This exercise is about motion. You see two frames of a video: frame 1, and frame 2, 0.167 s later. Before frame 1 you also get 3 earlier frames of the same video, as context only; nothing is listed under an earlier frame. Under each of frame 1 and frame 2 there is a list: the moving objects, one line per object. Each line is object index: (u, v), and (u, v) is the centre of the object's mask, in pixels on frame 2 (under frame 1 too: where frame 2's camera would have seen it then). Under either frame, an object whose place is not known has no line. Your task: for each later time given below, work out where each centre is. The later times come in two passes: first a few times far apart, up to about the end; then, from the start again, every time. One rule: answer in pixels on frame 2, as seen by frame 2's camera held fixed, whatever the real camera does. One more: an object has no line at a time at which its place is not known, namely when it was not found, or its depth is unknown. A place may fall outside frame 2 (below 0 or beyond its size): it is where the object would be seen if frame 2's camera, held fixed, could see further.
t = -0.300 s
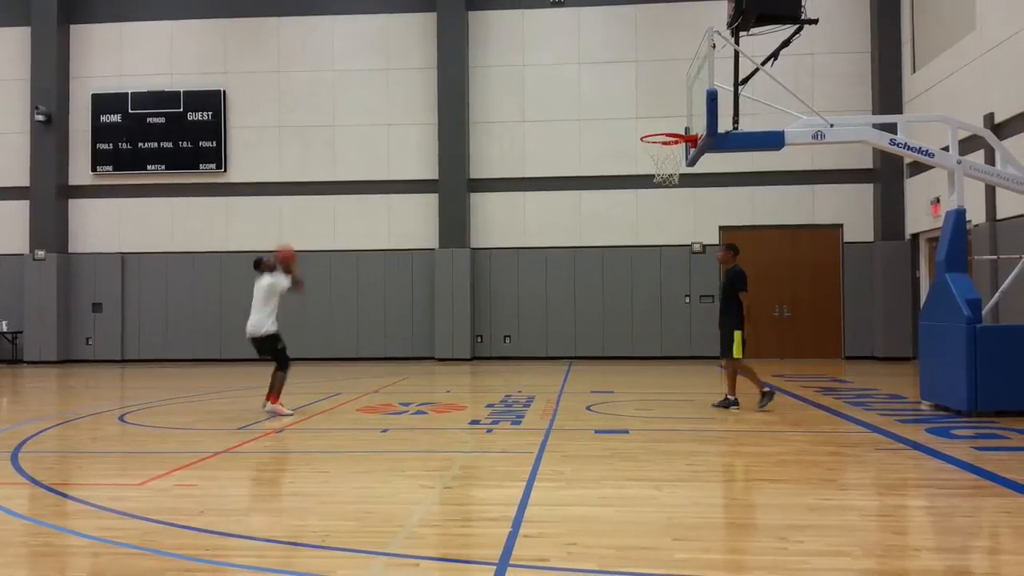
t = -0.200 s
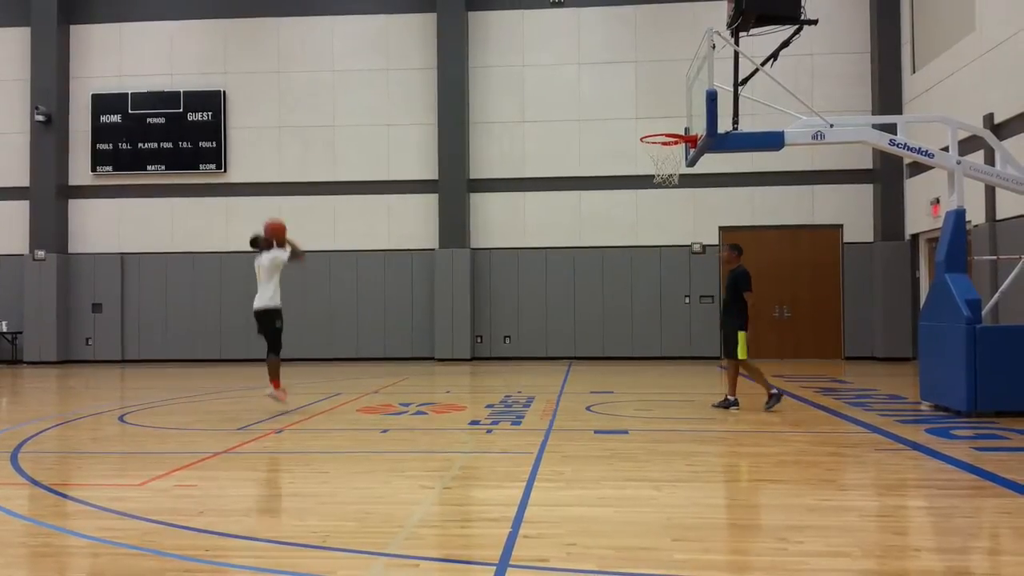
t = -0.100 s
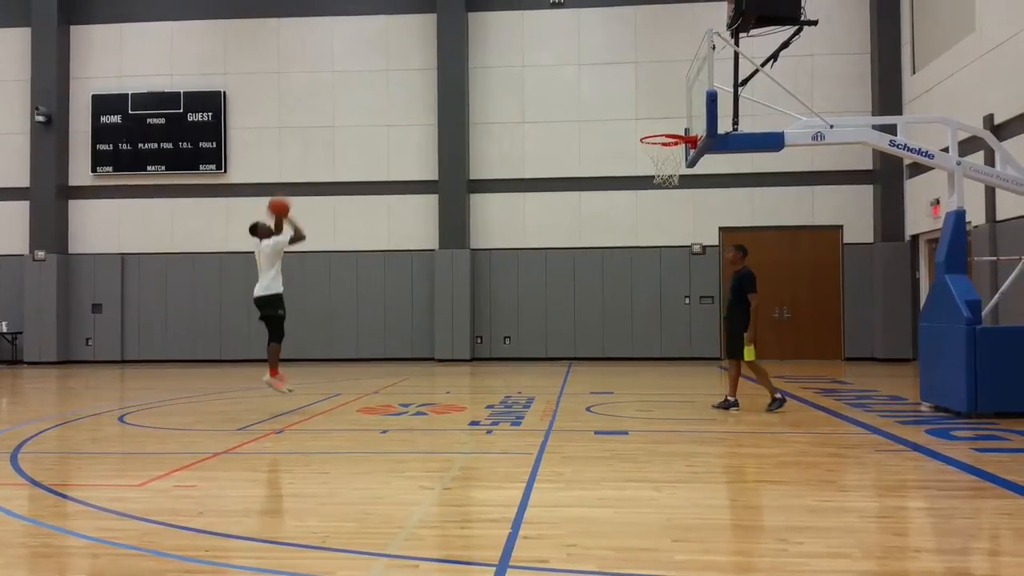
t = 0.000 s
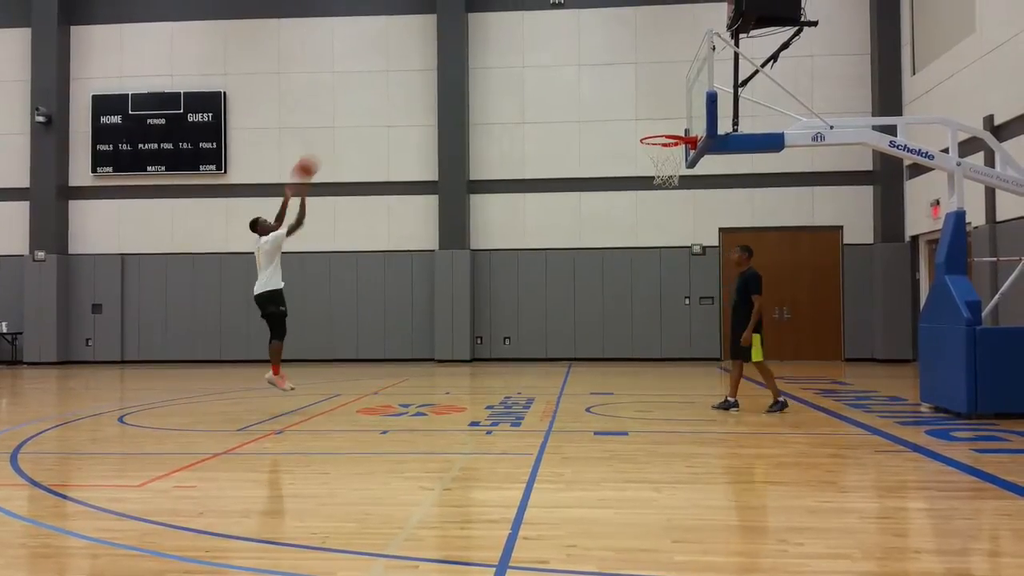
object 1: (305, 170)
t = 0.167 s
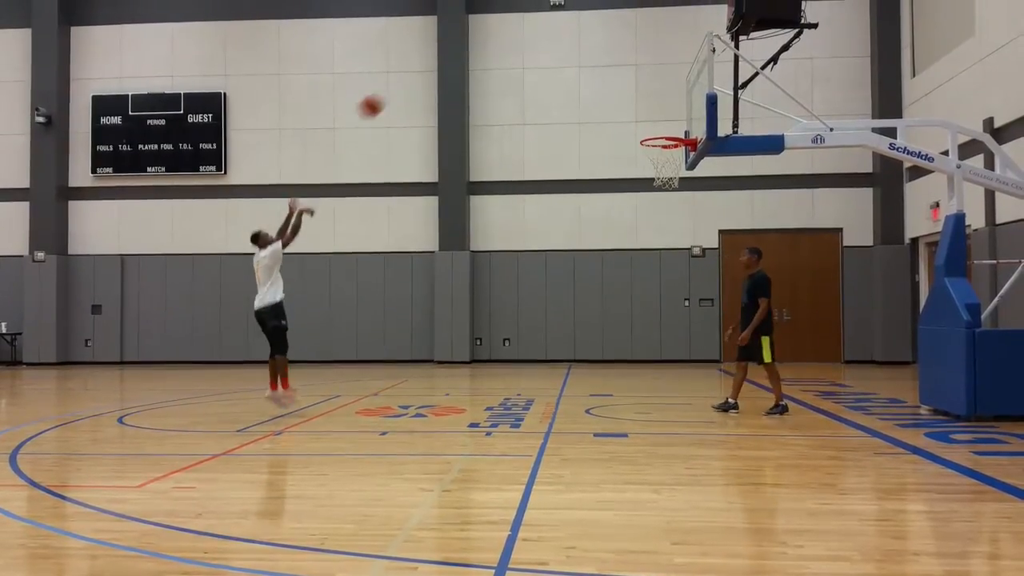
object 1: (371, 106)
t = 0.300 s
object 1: (424, 72)
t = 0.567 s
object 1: (526, 48)
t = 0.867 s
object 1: (641, 95)
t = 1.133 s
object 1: (674, 97)
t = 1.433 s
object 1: (650, 91)
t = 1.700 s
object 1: (628, 136)
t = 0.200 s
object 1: (384, 96)
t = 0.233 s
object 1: (397, 87)
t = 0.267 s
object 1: (410, 79)
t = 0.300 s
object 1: (424, 72)
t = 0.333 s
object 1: (436, 65)
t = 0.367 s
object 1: (449, 59)
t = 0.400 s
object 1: (462, 55)
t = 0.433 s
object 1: (474, 52)
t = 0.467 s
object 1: (487, 50)
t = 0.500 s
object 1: (500, 48)
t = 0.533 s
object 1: (513, 47)
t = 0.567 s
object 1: (526, 48)
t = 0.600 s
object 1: (539, 49)
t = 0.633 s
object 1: (551, 51)
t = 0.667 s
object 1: (564, 55)
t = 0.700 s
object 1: (577, 59)
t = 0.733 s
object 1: (590, 65)
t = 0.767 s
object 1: (602, 70)
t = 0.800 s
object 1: (616, 78)
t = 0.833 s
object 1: (628, 85)
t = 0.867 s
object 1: (641, 95)
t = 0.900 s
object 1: (654, 105)
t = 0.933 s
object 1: (667, 115)
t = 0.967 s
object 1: (678, 126)
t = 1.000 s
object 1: (685, 124)
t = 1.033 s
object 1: (682, 116)
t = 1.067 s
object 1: (680, 109)
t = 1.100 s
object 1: (677, 102)
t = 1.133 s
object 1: (674, 97)
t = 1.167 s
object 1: (672, 92)
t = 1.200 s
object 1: (669, 89)
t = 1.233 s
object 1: (666, 86)
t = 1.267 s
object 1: (664, 84)
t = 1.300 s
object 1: (661, 84)
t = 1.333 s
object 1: (658, 84)
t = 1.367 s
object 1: (656, 85)
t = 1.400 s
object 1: (653, 87)
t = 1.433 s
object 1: (650, 91)
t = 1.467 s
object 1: (647, 95)
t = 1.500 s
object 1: (645, 100)
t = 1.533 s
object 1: (642, 106)
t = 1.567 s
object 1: (639, 113)
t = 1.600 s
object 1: (636, 121)
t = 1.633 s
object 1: (634, 130)
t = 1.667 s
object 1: (632, 136)
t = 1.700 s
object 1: (628, 136)
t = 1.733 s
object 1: (625, 135)
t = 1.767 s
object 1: (622, 136)
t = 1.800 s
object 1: (619, 138)
